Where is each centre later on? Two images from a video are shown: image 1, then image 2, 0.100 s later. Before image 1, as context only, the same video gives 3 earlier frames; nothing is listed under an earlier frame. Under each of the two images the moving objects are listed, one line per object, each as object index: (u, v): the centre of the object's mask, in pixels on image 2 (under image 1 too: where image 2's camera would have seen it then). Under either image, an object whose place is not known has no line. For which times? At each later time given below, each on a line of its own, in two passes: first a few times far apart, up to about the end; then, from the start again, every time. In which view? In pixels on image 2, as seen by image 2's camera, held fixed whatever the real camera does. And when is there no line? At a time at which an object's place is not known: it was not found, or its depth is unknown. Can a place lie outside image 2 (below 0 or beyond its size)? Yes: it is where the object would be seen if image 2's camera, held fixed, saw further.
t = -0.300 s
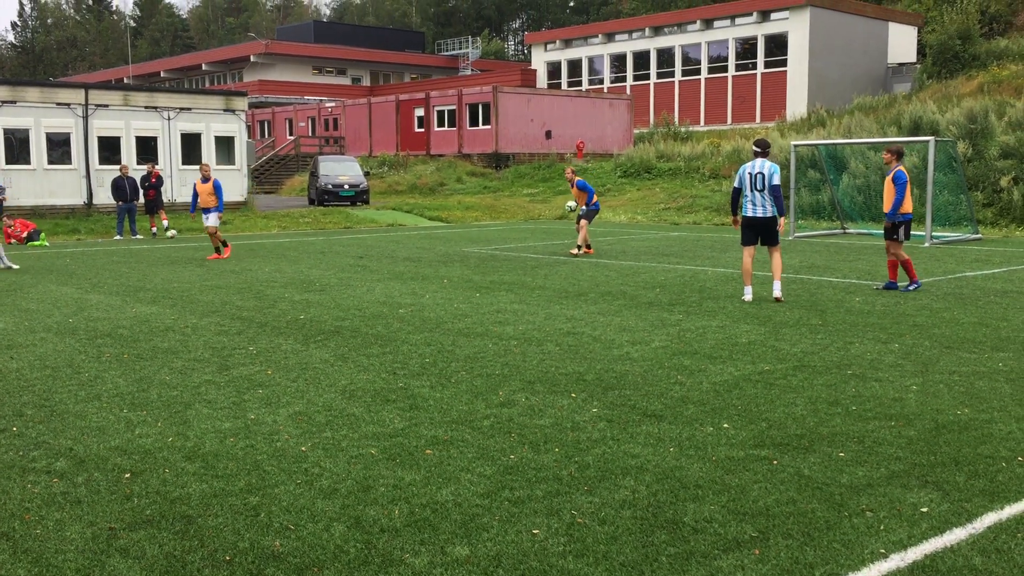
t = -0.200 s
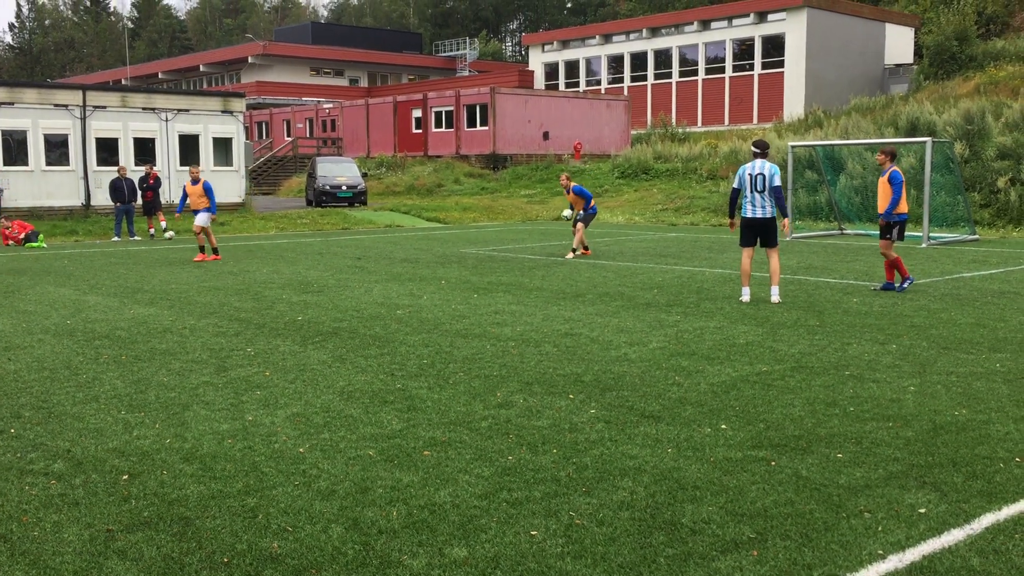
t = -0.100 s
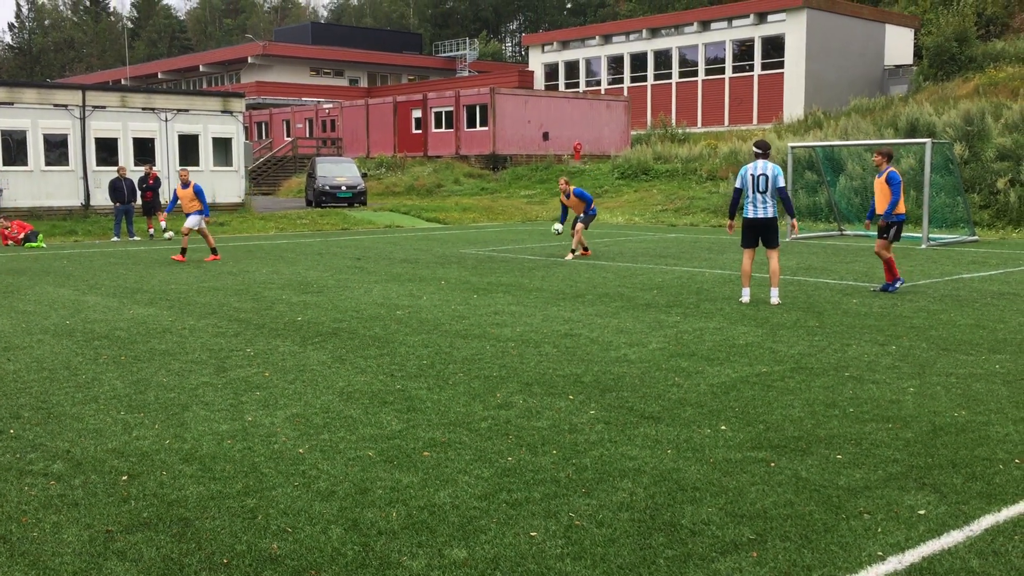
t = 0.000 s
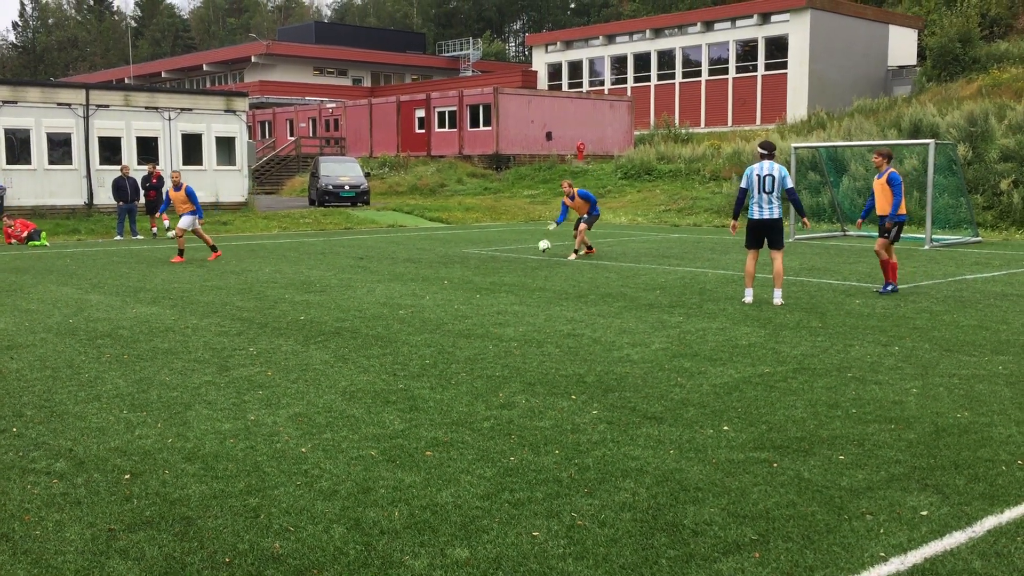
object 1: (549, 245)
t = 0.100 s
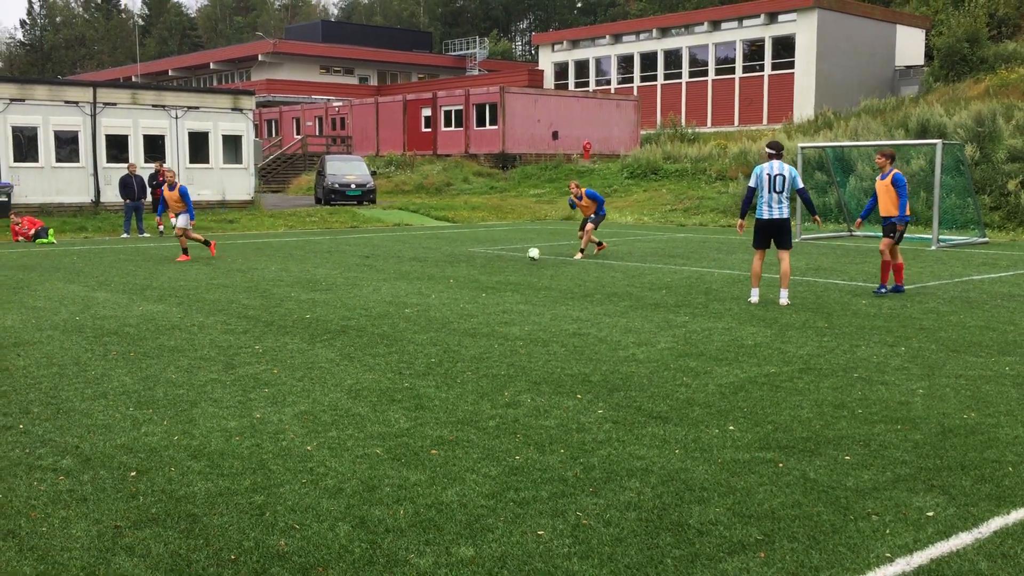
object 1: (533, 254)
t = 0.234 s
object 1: (515, 248)
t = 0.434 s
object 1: (484, 261)
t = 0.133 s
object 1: (529, 251)
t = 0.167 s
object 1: (524, 250)
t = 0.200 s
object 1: (519, 248)
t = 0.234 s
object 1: (515, 248)
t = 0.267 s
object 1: (510, 248)
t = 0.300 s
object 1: (505, 249)
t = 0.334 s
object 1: (501, 251)
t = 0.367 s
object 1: (495, 254)
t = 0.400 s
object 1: (490, 257)
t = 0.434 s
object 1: (484, 261)
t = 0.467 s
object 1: (478, 268)
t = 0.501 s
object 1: (472, 272)
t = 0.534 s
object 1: (468, 269)
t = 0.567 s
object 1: (463, 267)
